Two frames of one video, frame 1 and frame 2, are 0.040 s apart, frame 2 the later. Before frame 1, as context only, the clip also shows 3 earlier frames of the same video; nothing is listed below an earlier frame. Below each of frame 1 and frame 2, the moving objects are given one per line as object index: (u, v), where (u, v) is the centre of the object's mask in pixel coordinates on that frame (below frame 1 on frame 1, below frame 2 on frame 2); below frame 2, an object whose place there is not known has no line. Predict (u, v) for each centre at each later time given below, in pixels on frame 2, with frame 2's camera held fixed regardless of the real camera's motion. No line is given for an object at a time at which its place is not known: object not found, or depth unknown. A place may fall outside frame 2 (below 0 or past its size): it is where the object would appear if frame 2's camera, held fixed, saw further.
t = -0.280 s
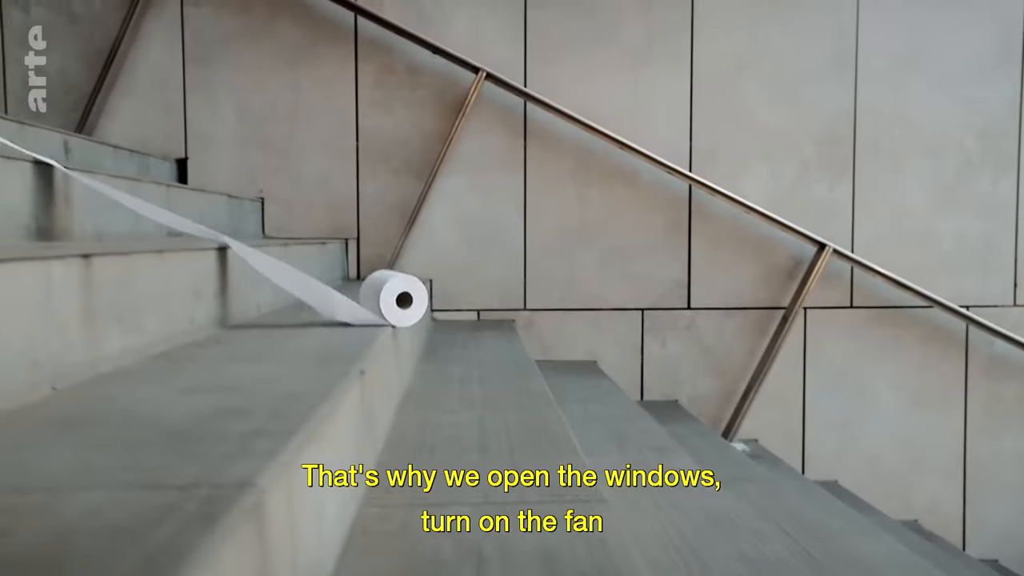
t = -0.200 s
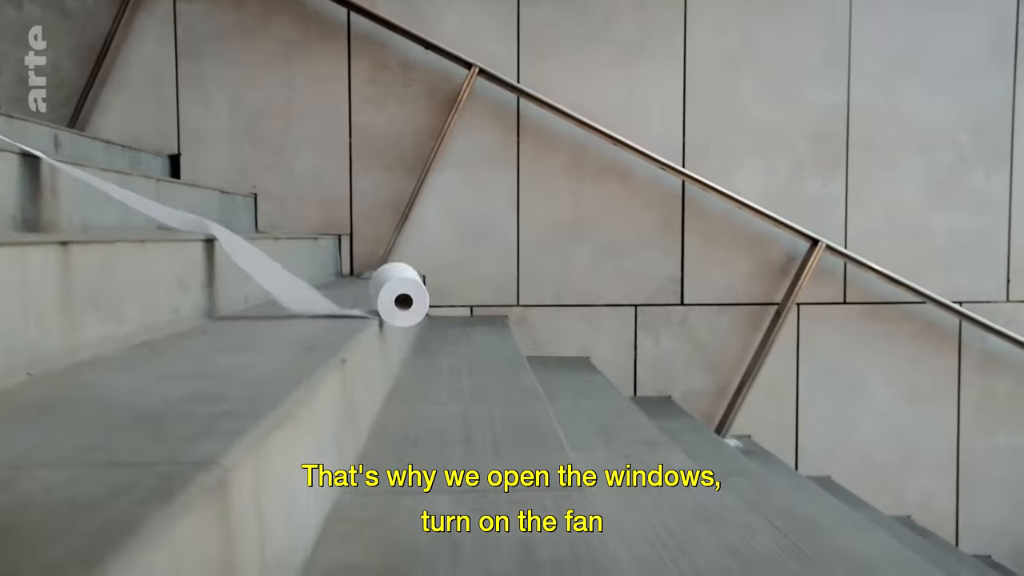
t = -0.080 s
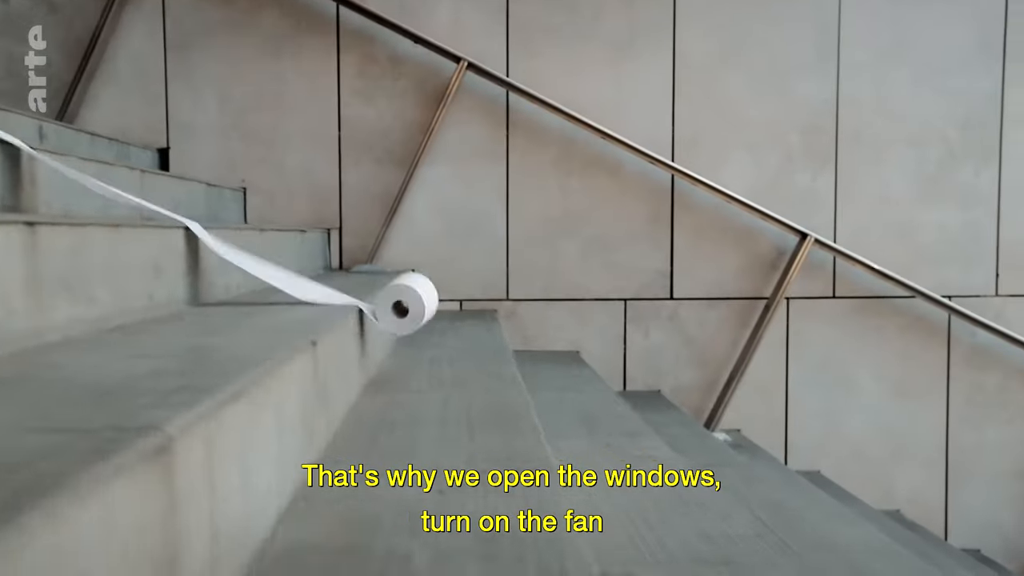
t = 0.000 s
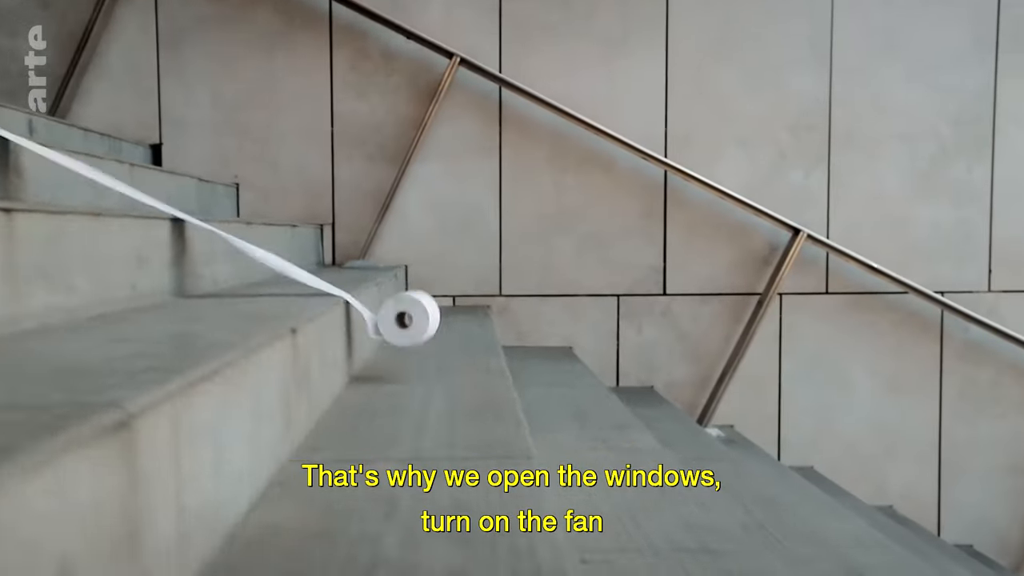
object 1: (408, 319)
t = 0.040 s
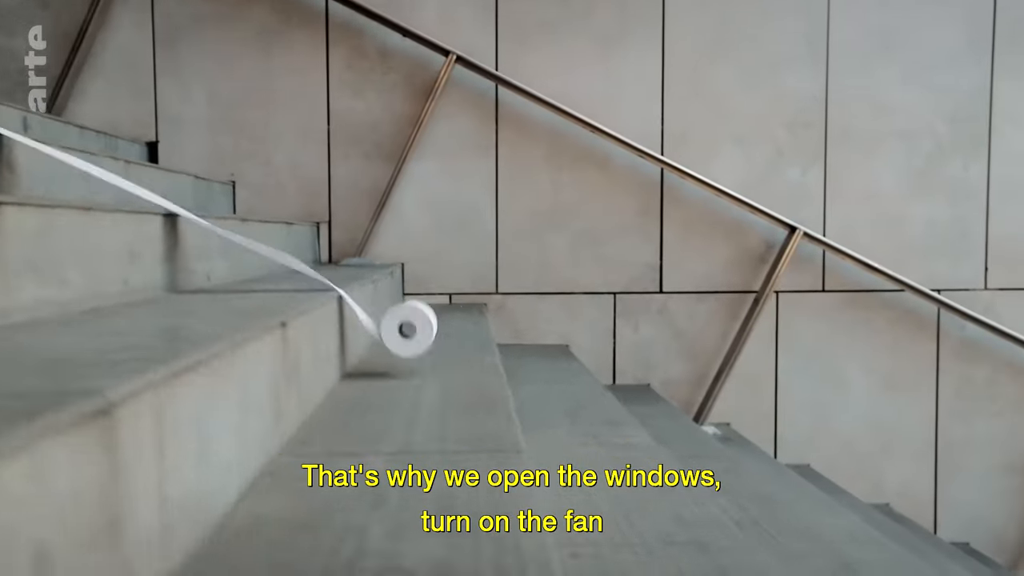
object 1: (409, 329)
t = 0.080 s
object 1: (416, 345)
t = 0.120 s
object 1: (424, 350)
